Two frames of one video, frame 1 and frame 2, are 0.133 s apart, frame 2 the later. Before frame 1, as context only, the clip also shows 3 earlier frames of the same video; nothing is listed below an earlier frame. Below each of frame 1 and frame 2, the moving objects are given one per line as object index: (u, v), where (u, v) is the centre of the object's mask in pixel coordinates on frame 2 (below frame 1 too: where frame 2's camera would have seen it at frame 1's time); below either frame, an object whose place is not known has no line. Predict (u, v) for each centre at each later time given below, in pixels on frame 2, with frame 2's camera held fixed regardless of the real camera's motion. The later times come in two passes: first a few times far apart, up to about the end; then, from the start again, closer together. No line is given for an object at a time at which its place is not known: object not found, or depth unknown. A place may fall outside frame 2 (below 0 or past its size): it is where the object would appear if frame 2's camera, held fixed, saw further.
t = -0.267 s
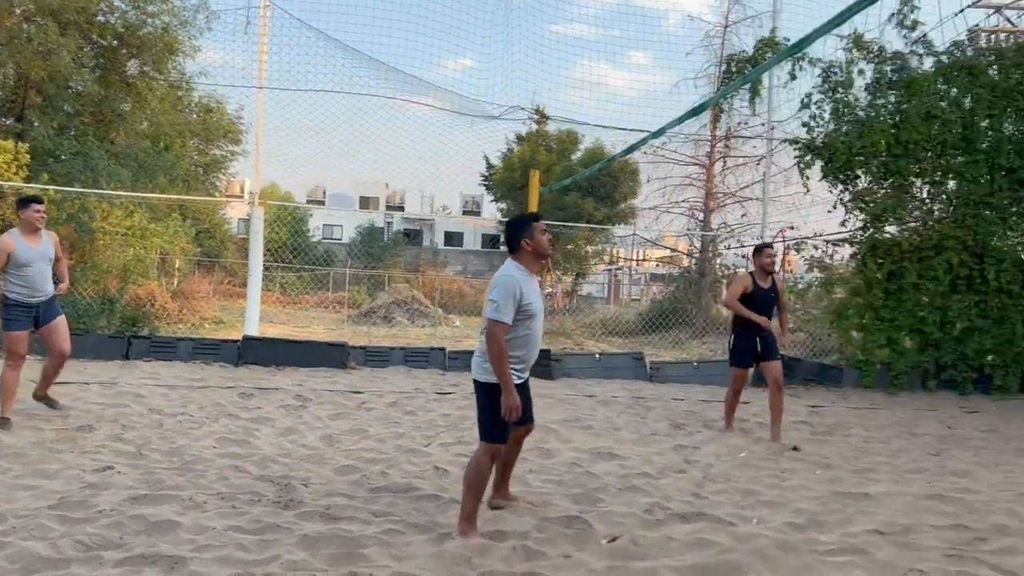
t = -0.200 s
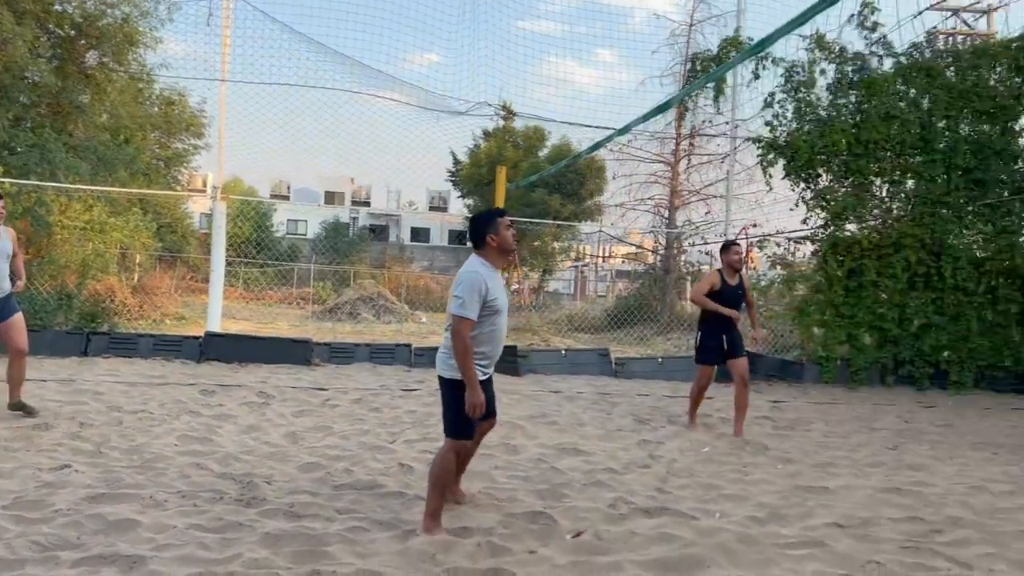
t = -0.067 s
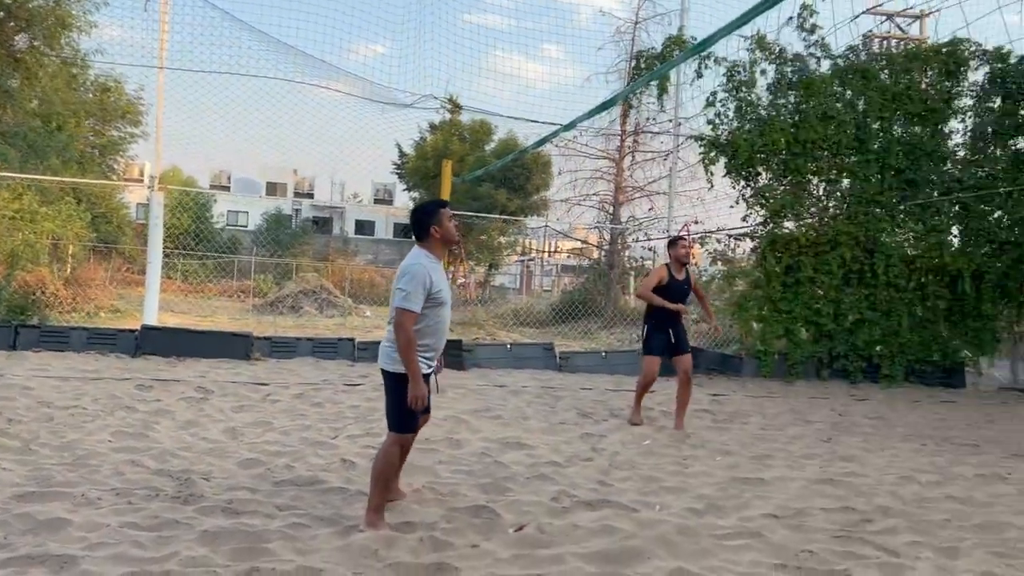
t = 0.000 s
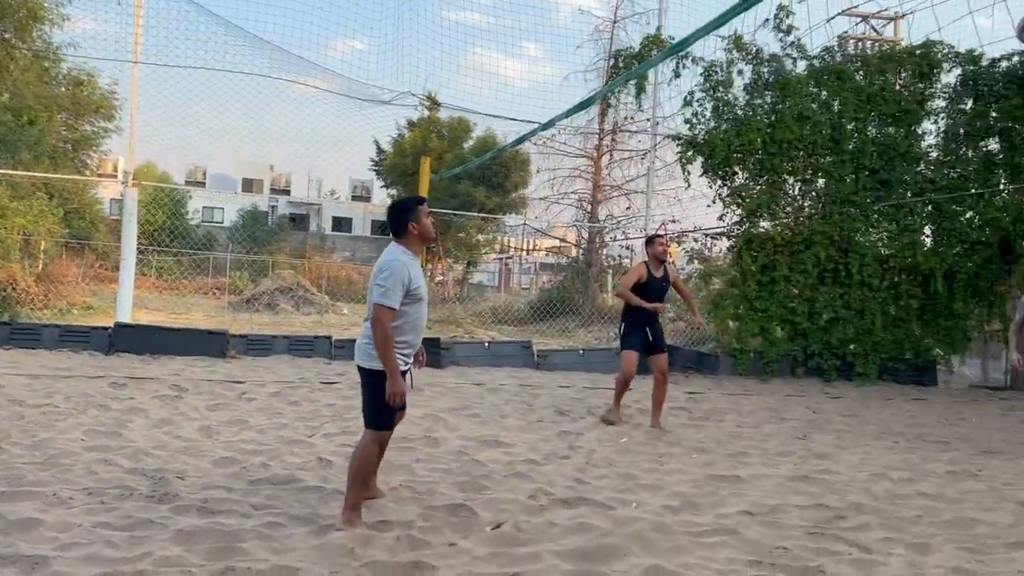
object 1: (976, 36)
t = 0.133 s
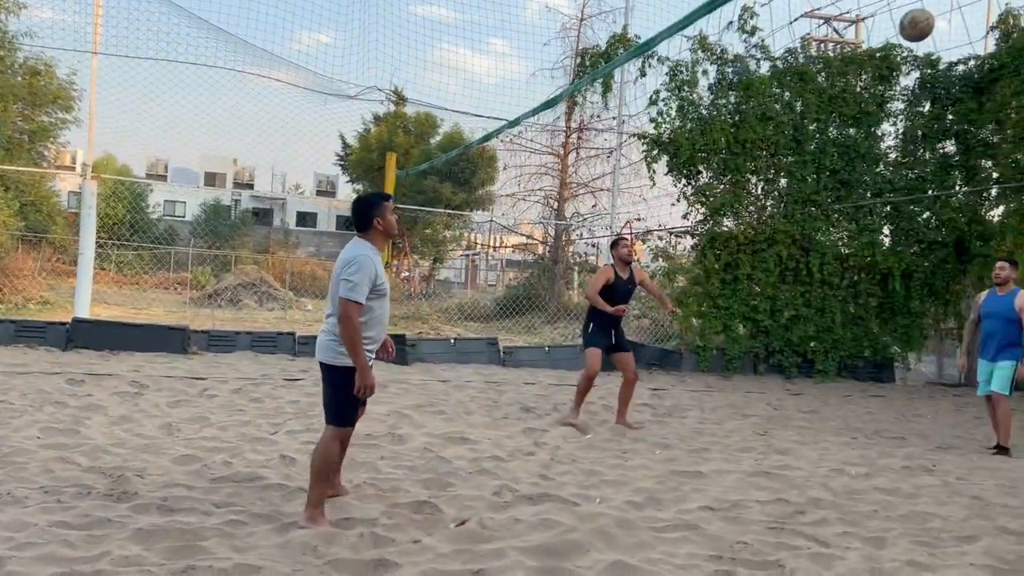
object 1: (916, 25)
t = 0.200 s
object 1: (880, 31)
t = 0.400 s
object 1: (779, 87)
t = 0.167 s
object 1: (898, 27)
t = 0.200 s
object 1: (880, 31)
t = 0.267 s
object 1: (845, 44)
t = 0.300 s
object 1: (828, 51)
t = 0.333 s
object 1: (812, 61)
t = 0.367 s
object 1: (795, 74)
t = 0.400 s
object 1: (779, 87)
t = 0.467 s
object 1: (747, 115)
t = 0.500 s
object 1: (730, 133)
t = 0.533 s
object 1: (714, 151)
